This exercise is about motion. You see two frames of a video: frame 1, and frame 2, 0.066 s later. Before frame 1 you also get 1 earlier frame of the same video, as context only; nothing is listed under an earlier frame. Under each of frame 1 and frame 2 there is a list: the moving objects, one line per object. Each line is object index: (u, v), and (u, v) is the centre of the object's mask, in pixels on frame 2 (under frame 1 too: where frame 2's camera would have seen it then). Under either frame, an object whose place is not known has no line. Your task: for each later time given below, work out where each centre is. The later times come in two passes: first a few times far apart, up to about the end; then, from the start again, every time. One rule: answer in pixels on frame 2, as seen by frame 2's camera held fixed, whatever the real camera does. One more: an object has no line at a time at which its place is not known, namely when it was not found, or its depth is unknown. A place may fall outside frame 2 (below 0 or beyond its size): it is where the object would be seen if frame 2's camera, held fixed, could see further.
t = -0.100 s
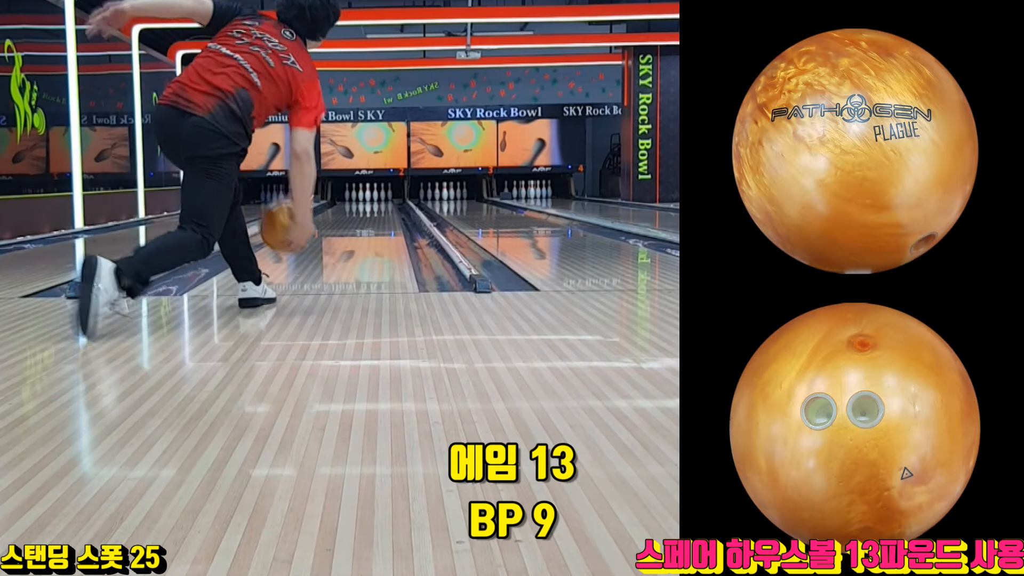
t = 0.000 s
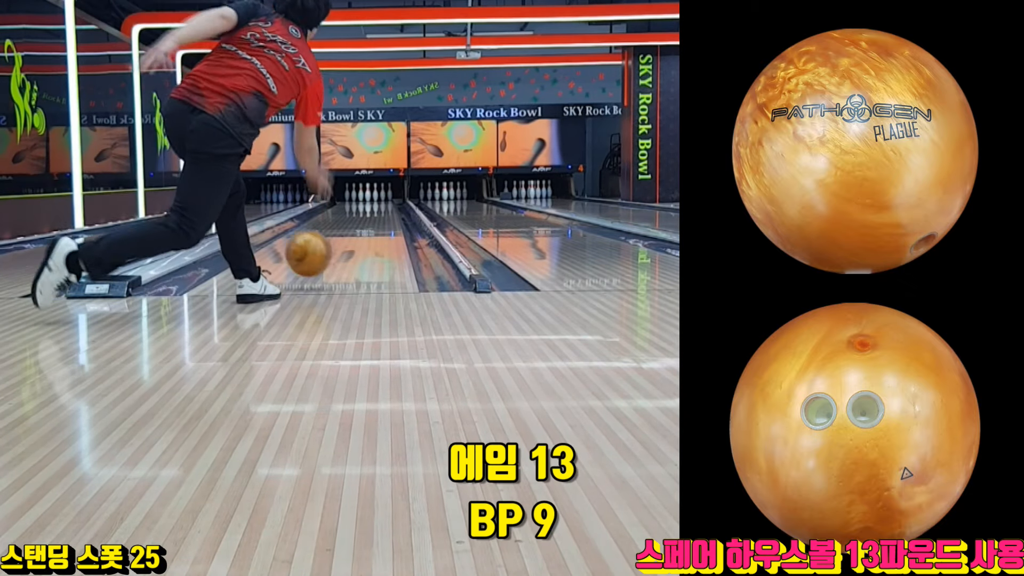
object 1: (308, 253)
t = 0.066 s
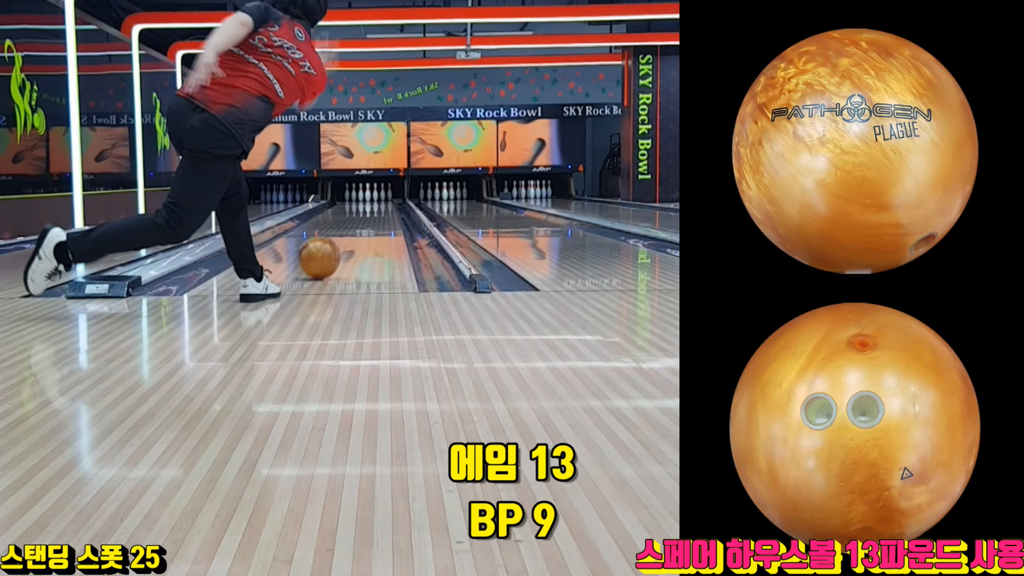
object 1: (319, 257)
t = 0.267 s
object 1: (342, 241)
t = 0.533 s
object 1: (360, 227)
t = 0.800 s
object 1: (370, 218)
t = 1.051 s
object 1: (375, 212)
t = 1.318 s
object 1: (379, 208)
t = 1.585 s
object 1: (380, 205)
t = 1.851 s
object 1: (381, 201)
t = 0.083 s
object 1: (322, 256)
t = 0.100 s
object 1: (324, 254)
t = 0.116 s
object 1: (327, 254)
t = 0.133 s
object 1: (328, 252)
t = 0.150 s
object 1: (330, 251)
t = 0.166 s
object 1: (332, 249)
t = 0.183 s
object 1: (334, 247)
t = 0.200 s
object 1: (336, 246)
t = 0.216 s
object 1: (337, 245)
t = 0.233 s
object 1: (339, 244)
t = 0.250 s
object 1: (341, 242)
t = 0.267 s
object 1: (342, 241)
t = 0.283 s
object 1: (343, 240)
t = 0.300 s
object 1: (345, 239)
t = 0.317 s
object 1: (346, 238)
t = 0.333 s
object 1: (347, 237)
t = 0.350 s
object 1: (349, 236)
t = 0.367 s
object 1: (350, 235)
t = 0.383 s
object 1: (351, 234)
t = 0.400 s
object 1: (352, 233)
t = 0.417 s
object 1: (353, 232)
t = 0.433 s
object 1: (354, 231)
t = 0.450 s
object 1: (355, 230)
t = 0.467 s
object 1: (356, 230)
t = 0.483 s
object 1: (357, 229)
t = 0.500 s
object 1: (358, 228)
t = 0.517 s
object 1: (359, 227)
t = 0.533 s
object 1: (360, 227)
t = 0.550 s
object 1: (360, 226)
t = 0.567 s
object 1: (361, 225)
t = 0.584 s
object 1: (362, 225)
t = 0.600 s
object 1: (363, 224)
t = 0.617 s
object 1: (364, 224)
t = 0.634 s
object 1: (364, 223)
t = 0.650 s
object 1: (365, 223)
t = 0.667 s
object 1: (365, 222)
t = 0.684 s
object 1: (366, 222)
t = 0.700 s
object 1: (366, 221)
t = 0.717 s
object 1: (367, 220)
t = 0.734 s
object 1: (368, 220)
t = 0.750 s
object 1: (368, 219)
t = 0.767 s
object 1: (369, 219)
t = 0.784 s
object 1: (369, 219)
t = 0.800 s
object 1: (370, 218)
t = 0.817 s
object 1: (370, 218)
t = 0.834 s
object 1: (371, 217)
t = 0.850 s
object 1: (371, 217)
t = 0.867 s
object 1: (372, 217)
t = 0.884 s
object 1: (372, 216)
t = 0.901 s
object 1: (372, 216)
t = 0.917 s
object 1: (372, 216)
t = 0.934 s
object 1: (373, 215)
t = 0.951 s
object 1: (373, 215)
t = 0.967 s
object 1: (374, 214)
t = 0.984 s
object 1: (374, 214)
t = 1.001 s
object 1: (374, 214)
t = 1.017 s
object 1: (375, 213)
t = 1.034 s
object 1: (375, 213)
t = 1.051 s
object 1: (375, 212)
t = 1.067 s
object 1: (375, 212)
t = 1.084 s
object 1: (376, 212)
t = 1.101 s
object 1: (376, 211)
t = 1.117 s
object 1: (377, 211)
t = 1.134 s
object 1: (377, 210)
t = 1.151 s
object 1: (377, 210)
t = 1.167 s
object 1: (377, 210)
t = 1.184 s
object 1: (377, 210)
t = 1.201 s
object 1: (378, 209)
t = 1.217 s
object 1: (378, 209)
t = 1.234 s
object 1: (378, 209)
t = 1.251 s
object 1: (378, 209)
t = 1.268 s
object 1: (379, 208)
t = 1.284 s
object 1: (379, 208)
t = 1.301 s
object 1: (379, 208)
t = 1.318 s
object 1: (379, 208)
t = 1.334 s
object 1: (379, 207)
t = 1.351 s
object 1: (379, 207)
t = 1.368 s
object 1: (379, 207)
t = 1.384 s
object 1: (379, 207)
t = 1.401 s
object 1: (380, 206)
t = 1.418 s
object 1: (380, 206)
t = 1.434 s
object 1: (380, 206)
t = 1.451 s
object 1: (380, 206)
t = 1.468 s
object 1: (380, 206)
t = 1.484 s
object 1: (380, 206)
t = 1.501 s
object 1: (380, 205)
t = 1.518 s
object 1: (380, 205)
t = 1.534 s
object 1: (380, 205)
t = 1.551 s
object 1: (380, 205)
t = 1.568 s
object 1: (380, 205)
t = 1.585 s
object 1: (380, 205)
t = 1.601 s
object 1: (380, 204)
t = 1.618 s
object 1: (381, 204)
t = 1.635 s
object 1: (381, 203)
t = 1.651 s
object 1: (381, 204)
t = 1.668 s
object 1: (381, 203)
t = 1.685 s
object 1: (381, 203)
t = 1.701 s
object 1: (381, 203)
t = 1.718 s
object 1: (381, 203)
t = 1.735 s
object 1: (381, 203)
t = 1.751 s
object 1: (381, 203)
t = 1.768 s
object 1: (381, 202)
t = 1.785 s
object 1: (381, 202)
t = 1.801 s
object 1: (381, 202)
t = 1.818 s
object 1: (381, 201)
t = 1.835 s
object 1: (381, 201)
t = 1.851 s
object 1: (381, 201)
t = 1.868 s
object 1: (381, 201)
